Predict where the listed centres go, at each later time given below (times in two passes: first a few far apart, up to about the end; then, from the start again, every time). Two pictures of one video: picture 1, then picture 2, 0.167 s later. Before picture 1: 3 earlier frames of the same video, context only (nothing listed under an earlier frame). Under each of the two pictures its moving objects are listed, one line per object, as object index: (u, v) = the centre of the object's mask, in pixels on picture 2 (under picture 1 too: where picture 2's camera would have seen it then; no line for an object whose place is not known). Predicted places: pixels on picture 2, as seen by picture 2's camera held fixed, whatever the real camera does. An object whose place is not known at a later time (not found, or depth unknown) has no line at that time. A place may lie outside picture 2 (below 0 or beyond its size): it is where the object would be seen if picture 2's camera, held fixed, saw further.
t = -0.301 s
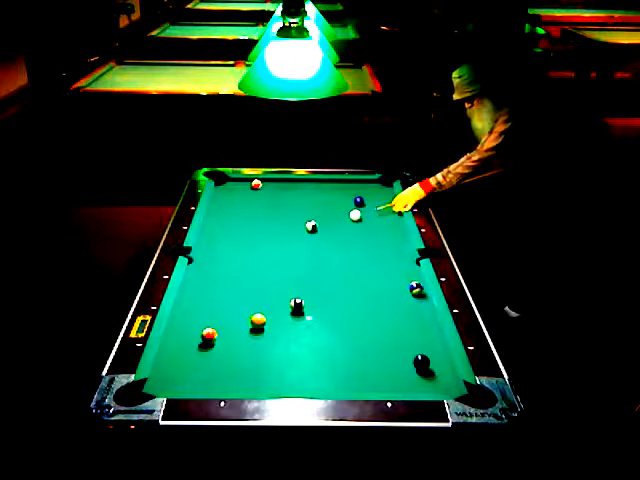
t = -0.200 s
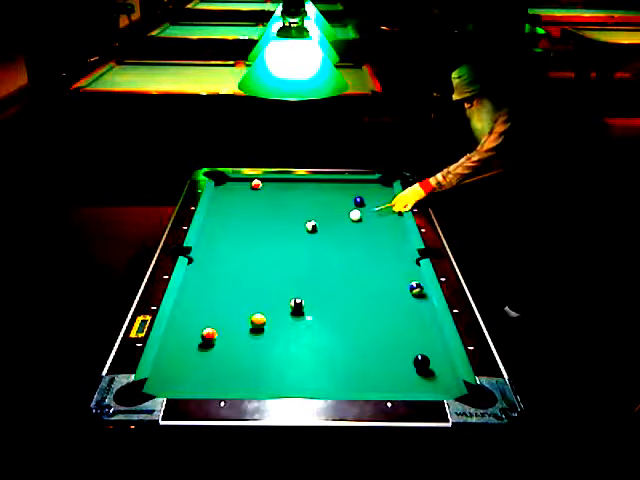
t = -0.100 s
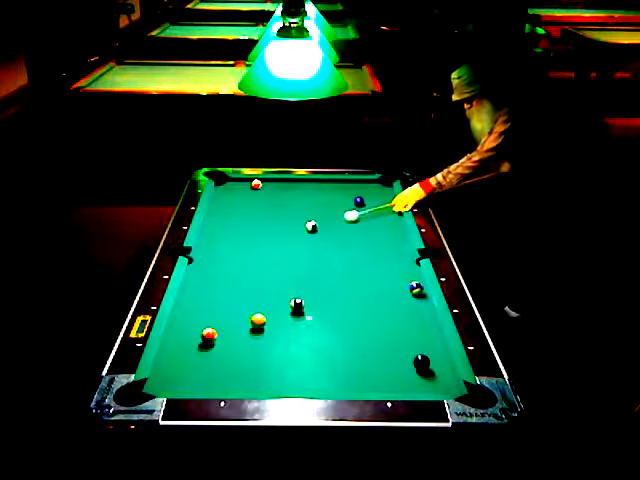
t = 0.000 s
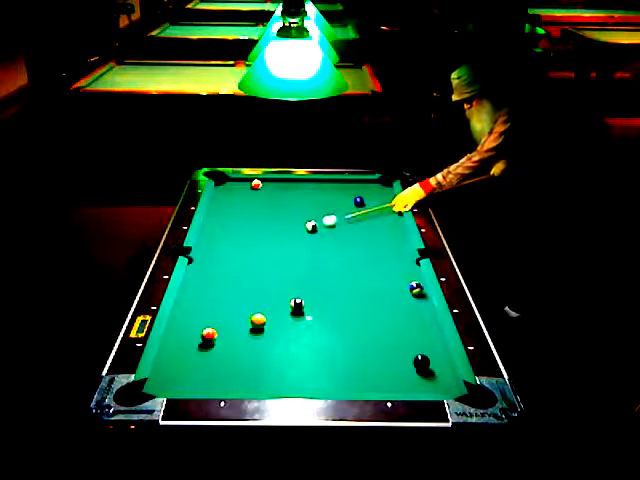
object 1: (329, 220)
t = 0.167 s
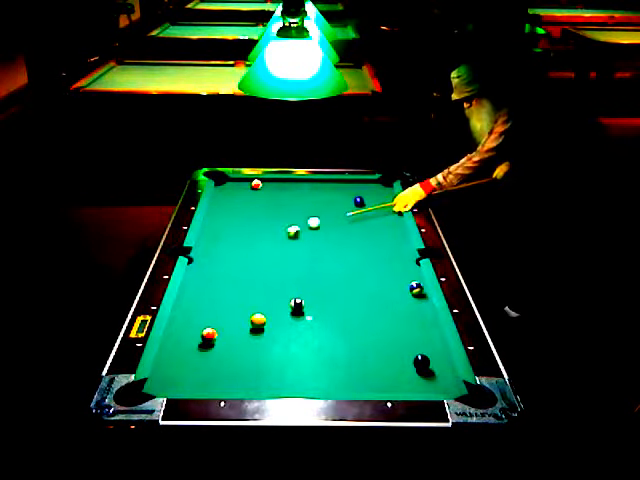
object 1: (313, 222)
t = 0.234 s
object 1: (308, 222)
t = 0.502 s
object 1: (289, 224)
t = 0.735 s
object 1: (274, 224)
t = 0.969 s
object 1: (259, 225)
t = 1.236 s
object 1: (243, 227)
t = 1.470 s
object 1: (230, 228)
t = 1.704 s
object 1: (218, 229)
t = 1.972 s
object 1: (205, 230)
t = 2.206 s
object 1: (210, 231)
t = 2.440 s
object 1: (214, 231)
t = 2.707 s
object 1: (219, 232)
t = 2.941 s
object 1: (222, 232)
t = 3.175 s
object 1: (224, 233)
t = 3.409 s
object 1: (225, 233)
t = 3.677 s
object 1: (226, 233)
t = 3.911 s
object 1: (226, 233)
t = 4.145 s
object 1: (226, 233)
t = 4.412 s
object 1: (226, 233)
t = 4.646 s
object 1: (226, 233)
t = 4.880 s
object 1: (226, 233)
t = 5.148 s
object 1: (226, 233)
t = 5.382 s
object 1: (226, 233)
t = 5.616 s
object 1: (226, 233)
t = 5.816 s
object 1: (226, 233)
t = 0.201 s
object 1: (311, 222)
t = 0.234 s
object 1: (308, 222)
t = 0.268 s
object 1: (306, 223)
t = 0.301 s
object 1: (304, 223)
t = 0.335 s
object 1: (301, 223)
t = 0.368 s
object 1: (299, 223)
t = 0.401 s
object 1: (296, 223)
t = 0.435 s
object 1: (294, 223)
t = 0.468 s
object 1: (292, 223)
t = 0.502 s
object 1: (289, 224)
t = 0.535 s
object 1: (287, 223)
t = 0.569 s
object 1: (285, 224)
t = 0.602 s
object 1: (283, 224)
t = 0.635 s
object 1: (280, 224)
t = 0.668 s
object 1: (278, 224)
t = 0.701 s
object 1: (276, 224)
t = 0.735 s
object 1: (274, 224)
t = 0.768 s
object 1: (272, 224)
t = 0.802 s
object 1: (269, 225)
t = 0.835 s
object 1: (267, 225)
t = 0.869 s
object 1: (265, 225)
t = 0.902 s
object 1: (263, 225)
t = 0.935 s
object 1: (261, 225)
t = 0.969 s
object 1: (259, 225)
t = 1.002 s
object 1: (257, 226)
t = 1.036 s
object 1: (255, 226)
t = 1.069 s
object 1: (253, 226)
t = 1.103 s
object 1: (251, 226)
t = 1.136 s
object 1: (249, 226)
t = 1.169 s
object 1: (247, 226)
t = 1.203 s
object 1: (245, 226)
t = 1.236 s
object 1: (243, 227)
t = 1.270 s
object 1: (241, 227)
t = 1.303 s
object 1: (239, 227)
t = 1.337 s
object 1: (237, 227)
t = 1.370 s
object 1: (235, 227)
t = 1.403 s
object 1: (233, 228)
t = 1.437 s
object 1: (231, 227)
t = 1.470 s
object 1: (230, 228)
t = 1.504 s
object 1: (228, 228)
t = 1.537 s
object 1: (226, 228)
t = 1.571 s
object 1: (224, 228)
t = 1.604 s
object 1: (223, 228)
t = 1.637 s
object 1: (221, 229)
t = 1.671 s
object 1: (219, 229)
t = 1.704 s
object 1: (218, 229)
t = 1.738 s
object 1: (216, 229)
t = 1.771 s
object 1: (214, 229)
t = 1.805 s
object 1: (213, 229)
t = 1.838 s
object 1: (211, 229)
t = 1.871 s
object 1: (210, 230)
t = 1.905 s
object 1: (208, 230)
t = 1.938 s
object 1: (207, 230)
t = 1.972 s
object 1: (205, 230)
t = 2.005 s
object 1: (205, 230)
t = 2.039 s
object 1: (206, 230)
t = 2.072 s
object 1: (207, 230)
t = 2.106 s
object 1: (207, 231)
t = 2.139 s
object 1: (208, 231)
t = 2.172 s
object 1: (209, 231)
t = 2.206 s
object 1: (210, 231)
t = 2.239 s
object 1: (210, 231)
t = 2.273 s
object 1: (211, 231)
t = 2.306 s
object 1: (212, 231)
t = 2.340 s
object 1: (213, 231)
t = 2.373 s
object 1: (214, 231)
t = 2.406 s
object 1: (214, 231)
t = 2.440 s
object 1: (214, 231)
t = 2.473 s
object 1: (215, 231)
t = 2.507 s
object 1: (216, 231)
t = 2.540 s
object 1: (217, 232)
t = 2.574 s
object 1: (217, 232)
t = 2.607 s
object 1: (218, 232)
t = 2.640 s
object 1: (218, 232)
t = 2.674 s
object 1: (218, 232)
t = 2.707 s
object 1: (219, 232)
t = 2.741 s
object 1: (220, 232)
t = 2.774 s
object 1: (220, 232)
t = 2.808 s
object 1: (220, 232)
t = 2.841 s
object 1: (221, 232)
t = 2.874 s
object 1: (221, 232)
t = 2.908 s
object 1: (221, 232)
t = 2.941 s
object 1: (222, 232)
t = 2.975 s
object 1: (222, 232)
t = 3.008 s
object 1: (222, 232)
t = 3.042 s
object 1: (223, 232)
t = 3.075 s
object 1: (223, 232)
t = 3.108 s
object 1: (223, 232)
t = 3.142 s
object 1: (224, 233)
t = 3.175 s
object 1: (224, 233)
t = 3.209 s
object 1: (224, 233)
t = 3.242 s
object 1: (224, 233)
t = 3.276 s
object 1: (225, 233)
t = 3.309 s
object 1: (225, 233)
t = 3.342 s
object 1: (225, 233)
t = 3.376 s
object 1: (225, 233)
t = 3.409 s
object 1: (225, 233)
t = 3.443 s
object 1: (225, 233)
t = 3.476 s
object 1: (226, 233)
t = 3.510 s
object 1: (226, 233)
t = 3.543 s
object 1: (226, 233)
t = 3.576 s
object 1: (226, 233)
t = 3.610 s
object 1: (226, 233)
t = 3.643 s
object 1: (226, 233)
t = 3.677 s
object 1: (226, 233)
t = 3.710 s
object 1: (226, 233)
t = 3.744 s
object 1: (226, 233)
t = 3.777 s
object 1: (226, 233)
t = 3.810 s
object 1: (226, 233)
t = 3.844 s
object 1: (226, 233)
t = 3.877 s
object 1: (226, 233)
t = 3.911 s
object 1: (226, 233)
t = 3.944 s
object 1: (226, 233)
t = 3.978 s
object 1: (226, 233)
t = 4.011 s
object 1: (226, 233)
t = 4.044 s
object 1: (226, 233)
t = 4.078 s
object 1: (226, 233)
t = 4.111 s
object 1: (226, 233)
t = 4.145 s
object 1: (226, 233)
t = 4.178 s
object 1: (226, 233)
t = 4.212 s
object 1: (226, 233)
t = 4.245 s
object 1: (226, 233)
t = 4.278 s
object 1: (226, 233)
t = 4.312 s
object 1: (226, 233)
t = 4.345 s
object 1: (226, 233)
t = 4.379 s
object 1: (226, 233)
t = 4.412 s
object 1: (226, 233)
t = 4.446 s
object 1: (226, 233)
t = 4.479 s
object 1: (226, 233)
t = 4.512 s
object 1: (226, 233)
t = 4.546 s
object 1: (226, 233)
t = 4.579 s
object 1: (226, 233)
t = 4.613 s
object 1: (226, 233)
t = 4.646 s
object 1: (226, 233)
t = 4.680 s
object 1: (226, 233)
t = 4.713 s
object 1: (226, 233)
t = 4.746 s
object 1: (226, 233)
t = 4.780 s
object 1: (226, 233)
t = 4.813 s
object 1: (226, 233)
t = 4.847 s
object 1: (226, 233)
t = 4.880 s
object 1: (226, 233)
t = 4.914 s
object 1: (226, 233)
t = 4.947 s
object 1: (226, 233)
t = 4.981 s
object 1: (226, 233)
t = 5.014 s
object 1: (226, 233)
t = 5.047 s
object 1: (226, 233)
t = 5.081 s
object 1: (226, 233)
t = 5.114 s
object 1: (226, 233)
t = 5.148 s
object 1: (226, 233)
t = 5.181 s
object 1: (226, 233)
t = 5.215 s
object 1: (226, 233)
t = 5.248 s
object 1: (226, 233)
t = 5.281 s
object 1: (226, 233)
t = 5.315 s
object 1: (226, 233)
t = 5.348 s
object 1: (226, 233)
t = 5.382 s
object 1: (226, 233)
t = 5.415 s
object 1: (226, 233)
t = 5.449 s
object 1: (226, 233)
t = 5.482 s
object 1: (226, 233)
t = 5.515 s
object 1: (226, 233)
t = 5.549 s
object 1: (226, 233)
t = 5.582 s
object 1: (226, 233)
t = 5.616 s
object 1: (226, 233)
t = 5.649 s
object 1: (226, 233)
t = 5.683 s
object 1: (226, 233)
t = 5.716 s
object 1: (226, 233)
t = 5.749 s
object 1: (226, 233)
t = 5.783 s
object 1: (226, 233)
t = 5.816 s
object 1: (226, 233)
